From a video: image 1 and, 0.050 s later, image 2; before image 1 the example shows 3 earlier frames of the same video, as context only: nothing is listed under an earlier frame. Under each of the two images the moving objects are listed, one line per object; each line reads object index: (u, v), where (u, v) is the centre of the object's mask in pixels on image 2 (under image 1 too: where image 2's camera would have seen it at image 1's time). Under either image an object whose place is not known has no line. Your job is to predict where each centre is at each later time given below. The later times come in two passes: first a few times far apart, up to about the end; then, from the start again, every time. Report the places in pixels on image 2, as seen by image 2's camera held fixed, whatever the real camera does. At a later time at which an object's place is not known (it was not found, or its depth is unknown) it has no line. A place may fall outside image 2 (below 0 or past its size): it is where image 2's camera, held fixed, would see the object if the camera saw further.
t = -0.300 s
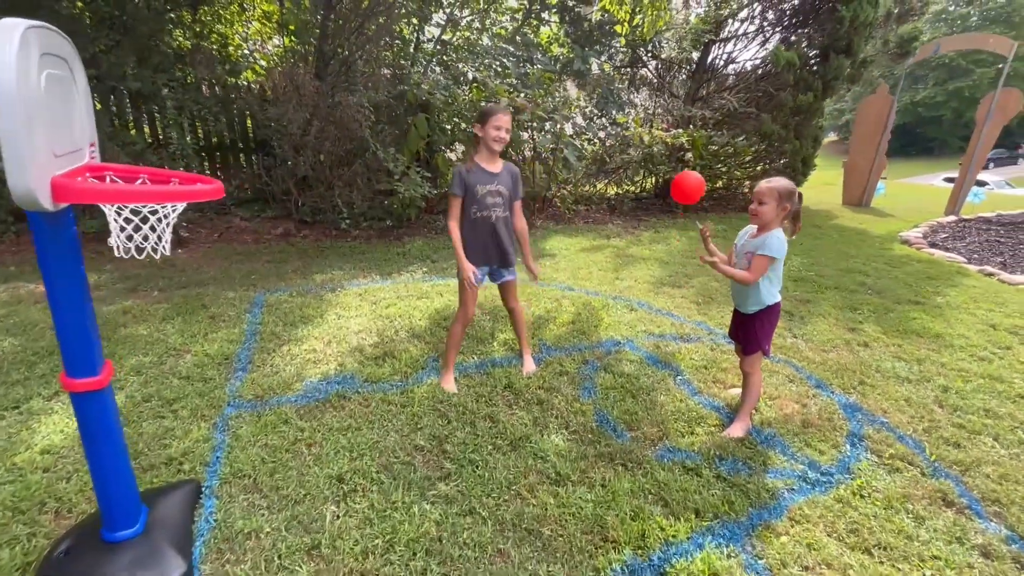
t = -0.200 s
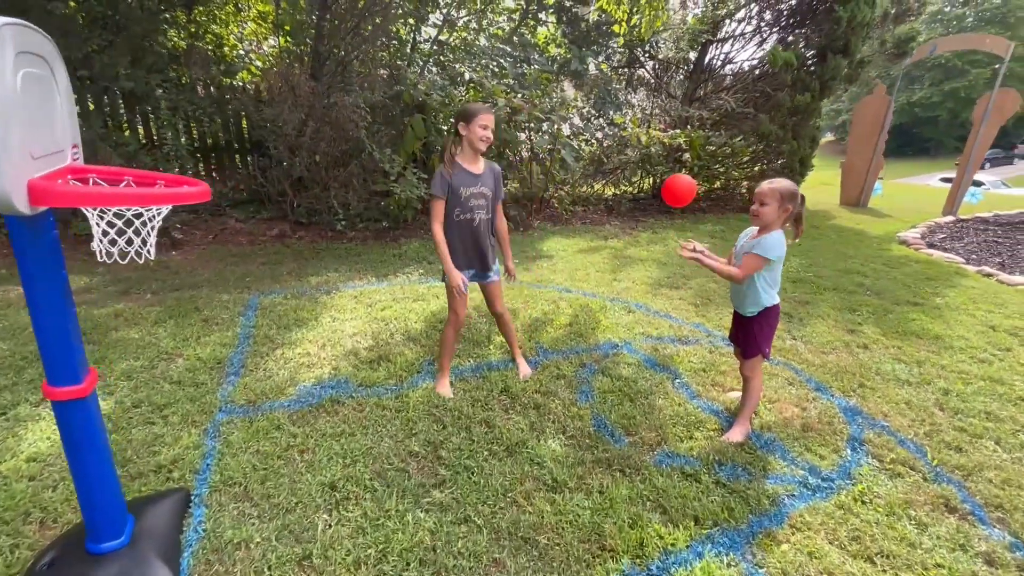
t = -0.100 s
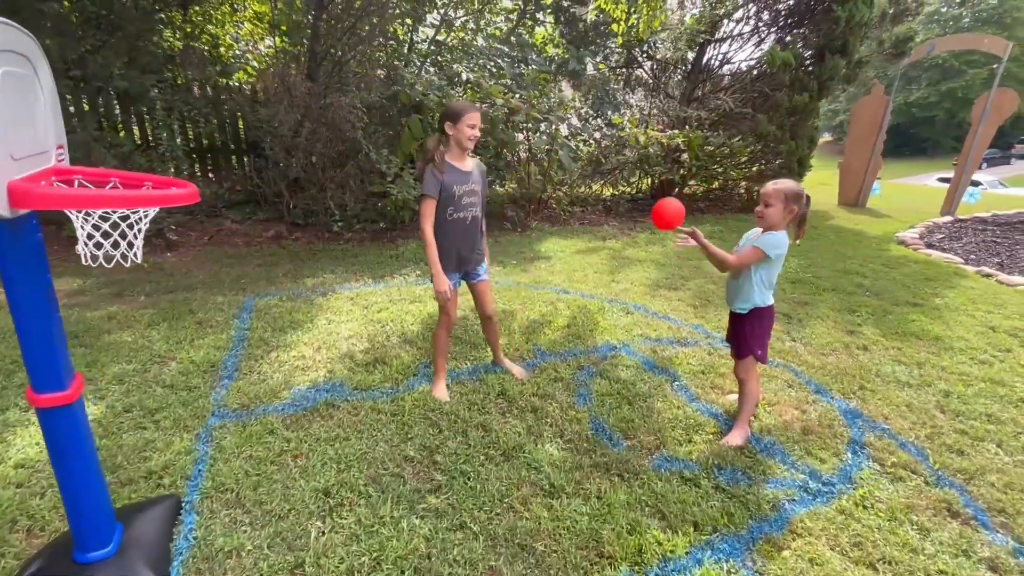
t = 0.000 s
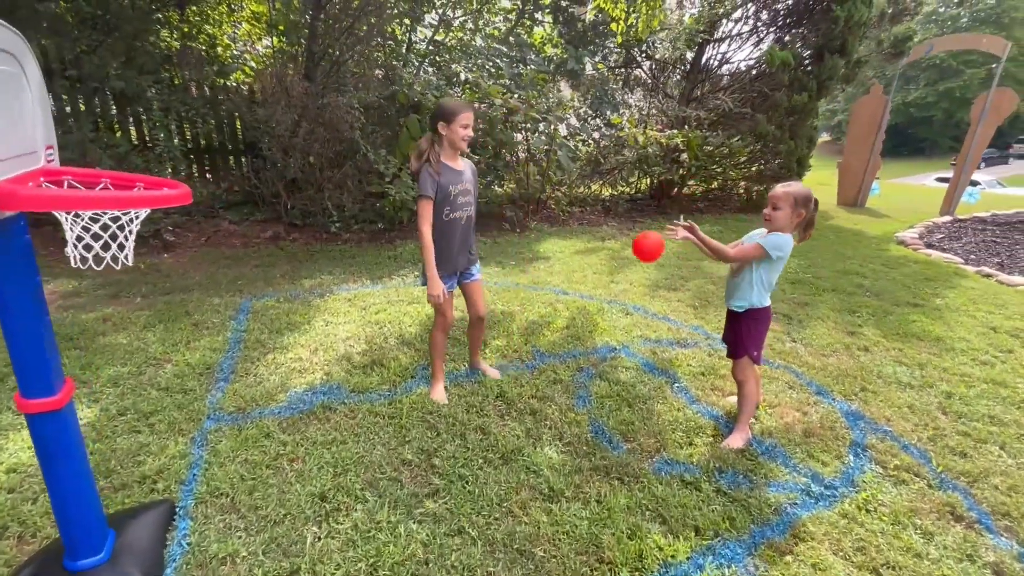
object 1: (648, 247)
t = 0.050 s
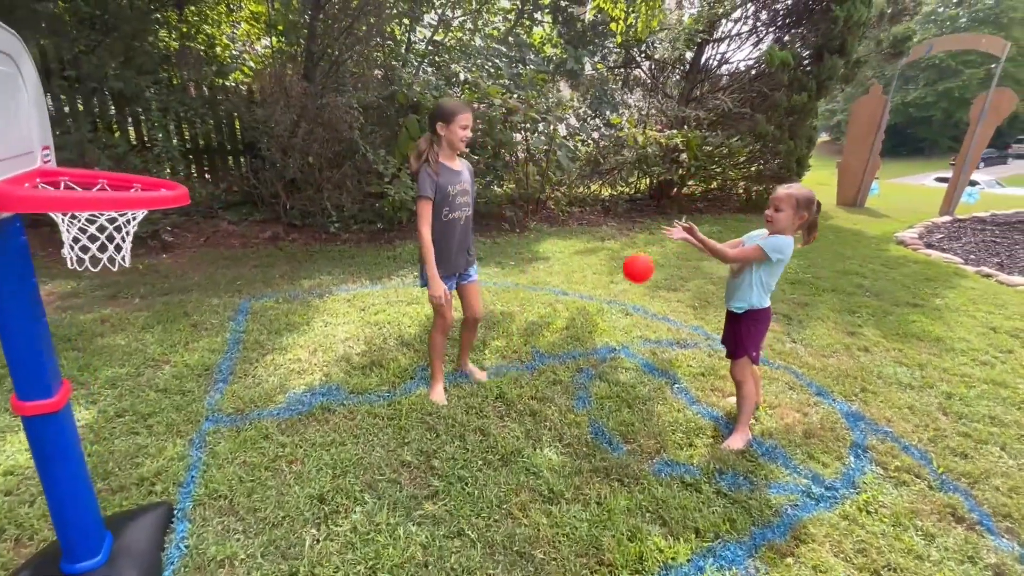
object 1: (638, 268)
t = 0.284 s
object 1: (606, 350)
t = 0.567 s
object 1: (601, 299)
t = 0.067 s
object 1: (635, 276)
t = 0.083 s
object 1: (632, 284)
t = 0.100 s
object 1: (629, 293)
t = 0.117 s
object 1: (626, 302)
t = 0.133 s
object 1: (623, 311)
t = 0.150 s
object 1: (621, 320)
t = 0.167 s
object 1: (618, 330)
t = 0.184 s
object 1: (615, 340)
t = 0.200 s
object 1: (613, 351)
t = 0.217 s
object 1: (610, 361)
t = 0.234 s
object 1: (608, 367)
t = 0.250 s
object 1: (607, 364)
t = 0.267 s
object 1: (607, 357)
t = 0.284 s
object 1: (606, 350)
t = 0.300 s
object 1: (606, 343)
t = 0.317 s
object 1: (606, 336)
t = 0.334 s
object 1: (606, 331)
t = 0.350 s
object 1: (606, 325)
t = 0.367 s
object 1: (605, 321)
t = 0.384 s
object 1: (605, 317)
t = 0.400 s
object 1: (605, 313)
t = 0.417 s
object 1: (605, 310)
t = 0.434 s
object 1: (604, 307)
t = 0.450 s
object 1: (604, 304)
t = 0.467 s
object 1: (604, 302)
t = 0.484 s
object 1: (603, 300)
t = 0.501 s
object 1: (602, 299)
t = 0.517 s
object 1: (602, 299)
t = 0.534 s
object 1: (602, 299)
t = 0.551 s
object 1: (602, 299)
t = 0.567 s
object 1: (601, 299)
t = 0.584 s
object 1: (601, 300)
